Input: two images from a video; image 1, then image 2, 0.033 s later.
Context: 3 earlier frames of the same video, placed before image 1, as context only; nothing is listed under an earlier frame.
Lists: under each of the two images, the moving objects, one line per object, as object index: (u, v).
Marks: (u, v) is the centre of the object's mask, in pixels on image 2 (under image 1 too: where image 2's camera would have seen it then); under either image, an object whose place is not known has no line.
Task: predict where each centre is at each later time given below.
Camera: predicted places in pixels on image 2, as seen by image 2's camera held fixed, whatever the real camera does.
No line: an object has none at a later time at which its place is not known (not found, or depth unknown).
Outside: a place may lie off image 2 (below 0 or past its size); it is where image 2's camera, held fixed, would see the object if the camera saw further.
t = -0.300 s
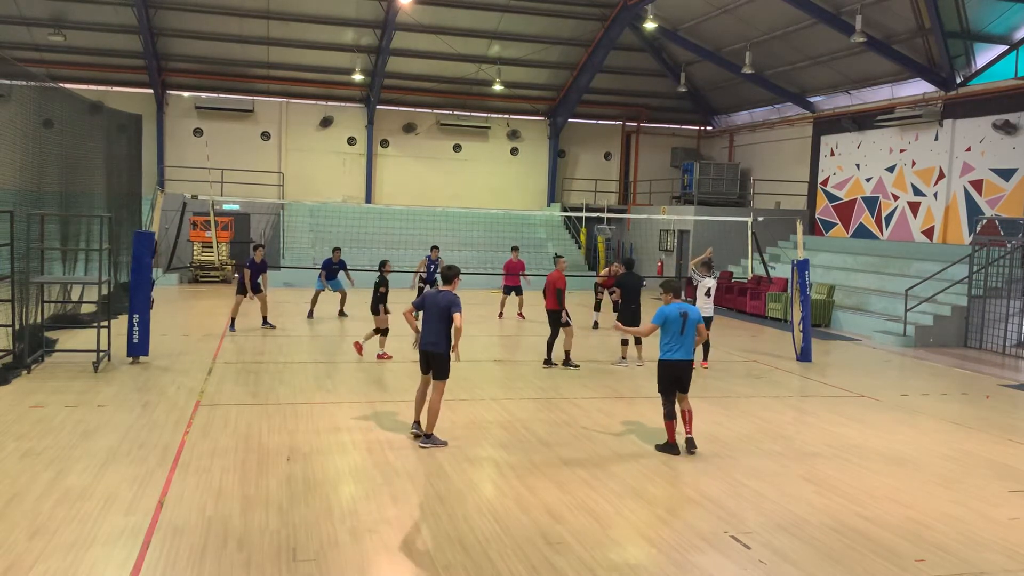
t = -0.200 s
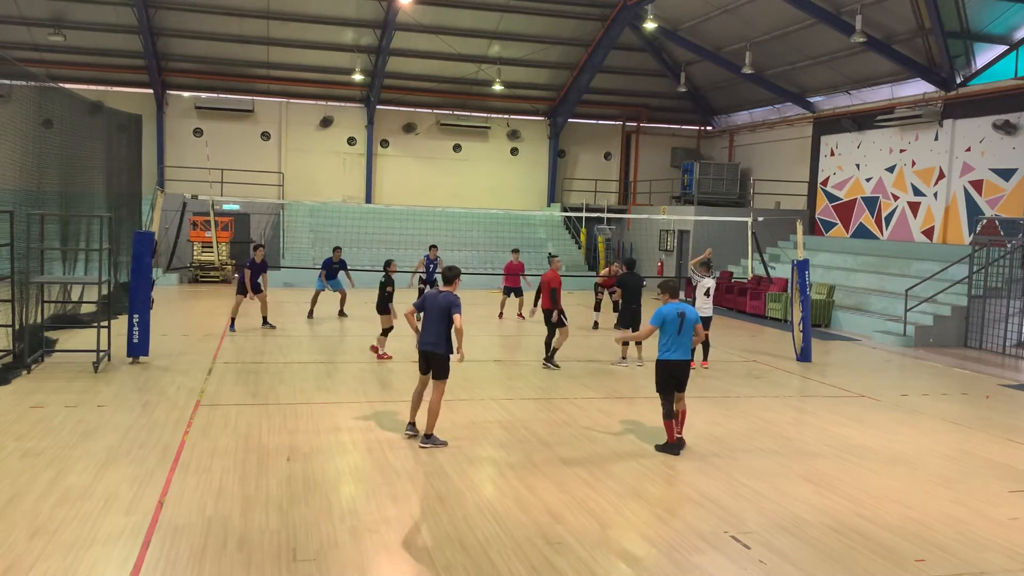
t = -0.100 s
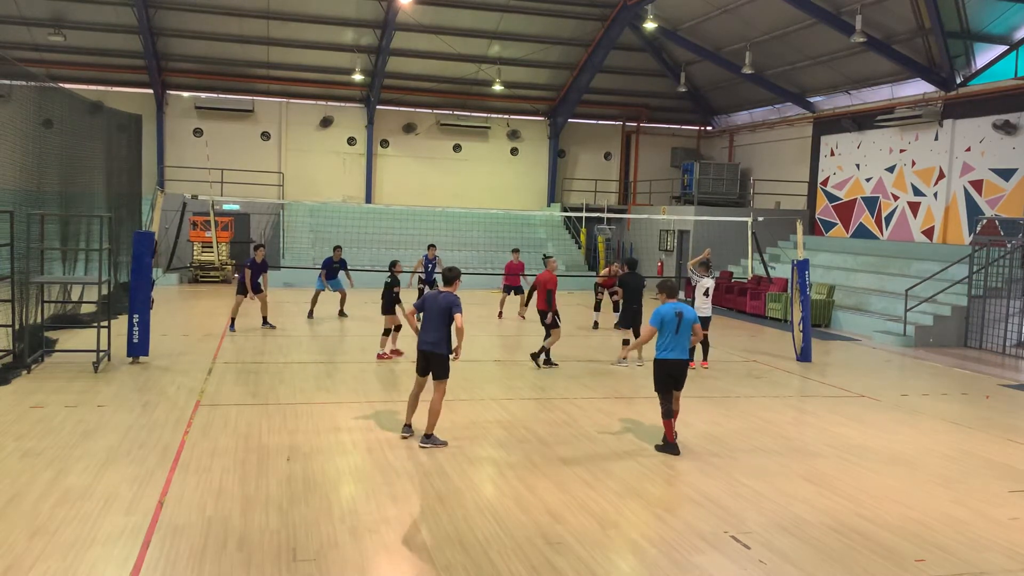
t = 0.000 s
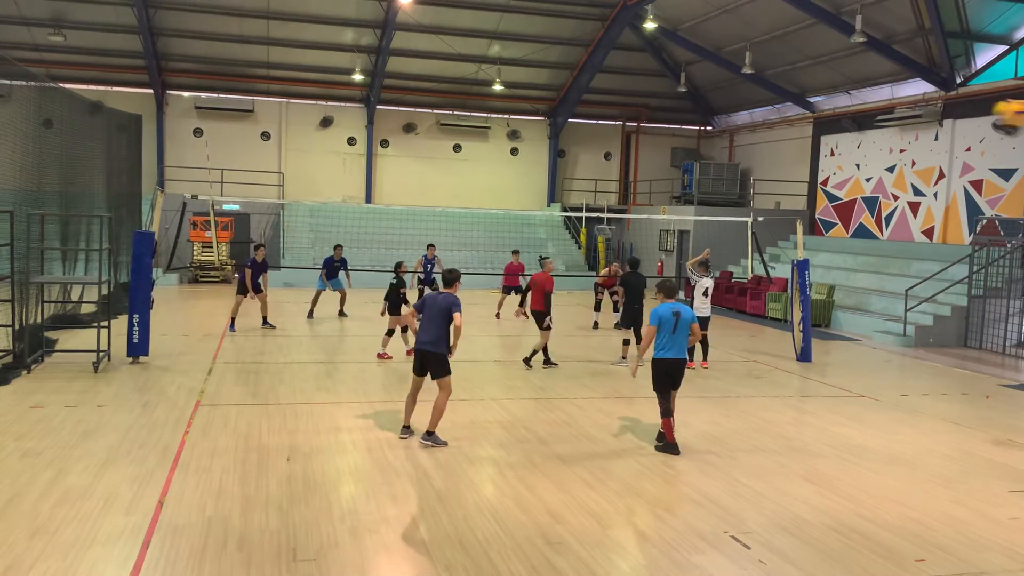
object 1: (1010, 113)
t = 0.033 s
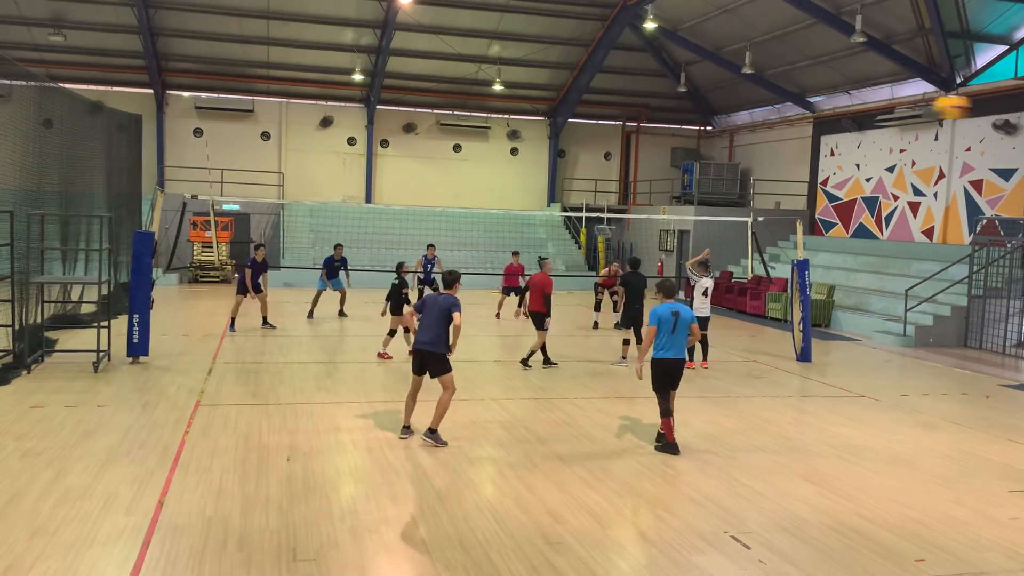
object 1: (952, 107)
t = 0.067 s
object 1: (897, 104)
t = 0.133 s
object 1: (802, 100)
